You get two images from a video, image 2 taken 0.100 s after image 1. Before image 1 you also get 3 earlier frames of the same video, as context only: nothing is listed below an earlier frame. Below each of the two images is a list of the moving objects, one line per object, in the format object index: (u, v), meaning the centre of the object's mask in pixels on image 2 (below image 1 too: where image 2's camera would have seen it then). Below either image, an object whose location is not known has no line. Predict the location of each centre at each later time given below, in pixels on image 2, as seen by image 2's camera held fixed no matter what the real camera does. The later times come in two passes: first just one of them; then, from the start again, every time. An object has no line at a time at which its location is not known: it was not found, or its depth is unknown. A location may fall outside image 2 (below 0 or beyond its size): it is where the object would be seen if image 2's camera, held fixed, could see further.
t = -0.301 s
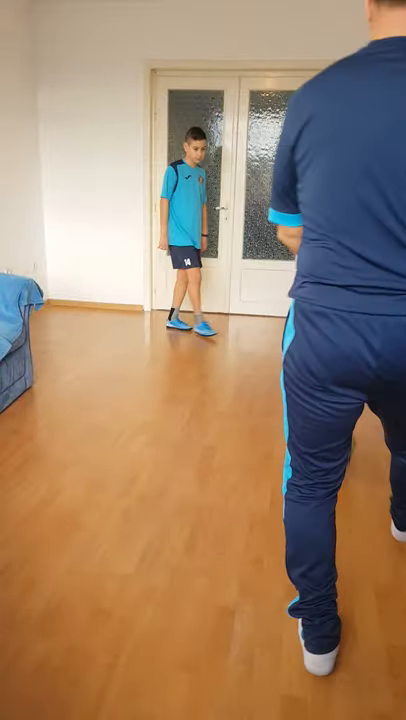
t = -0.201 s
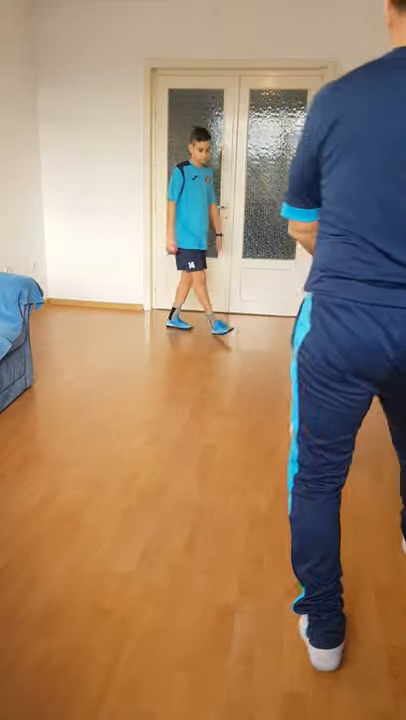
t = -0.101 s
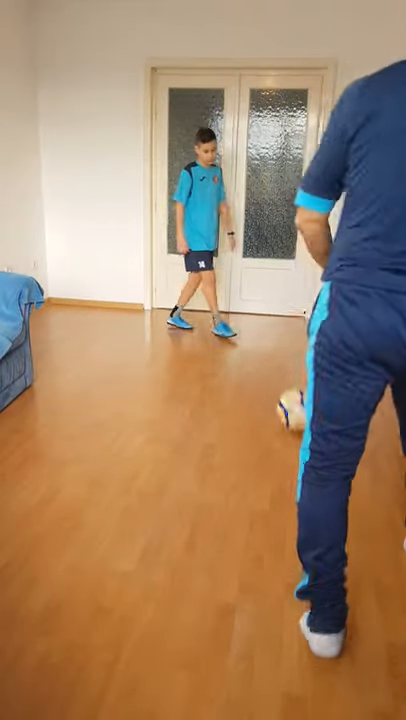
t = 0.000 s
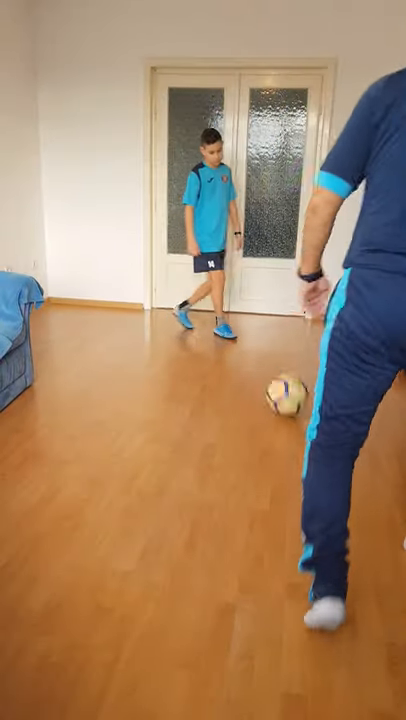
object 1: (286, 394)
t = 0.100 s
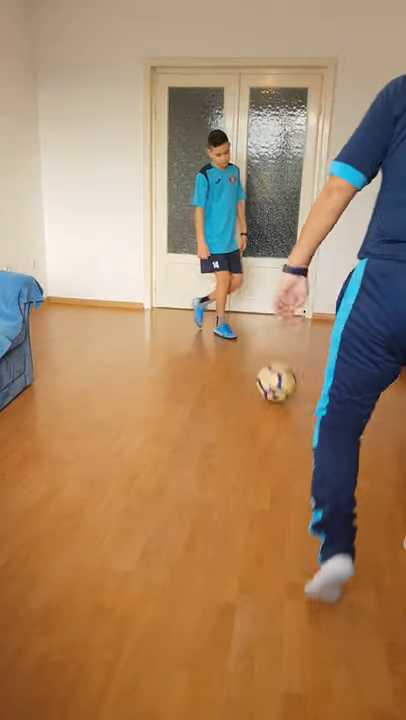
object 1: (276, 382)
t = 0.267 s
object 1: (261, 366)
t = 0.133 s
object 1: (272, 380)
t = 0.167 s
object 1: (269, 375)
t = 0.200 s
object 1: (266, 371)
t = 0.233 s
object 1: (263, 370)
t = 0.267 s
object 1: (261, 366)
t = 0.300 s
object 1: (258, 363)
